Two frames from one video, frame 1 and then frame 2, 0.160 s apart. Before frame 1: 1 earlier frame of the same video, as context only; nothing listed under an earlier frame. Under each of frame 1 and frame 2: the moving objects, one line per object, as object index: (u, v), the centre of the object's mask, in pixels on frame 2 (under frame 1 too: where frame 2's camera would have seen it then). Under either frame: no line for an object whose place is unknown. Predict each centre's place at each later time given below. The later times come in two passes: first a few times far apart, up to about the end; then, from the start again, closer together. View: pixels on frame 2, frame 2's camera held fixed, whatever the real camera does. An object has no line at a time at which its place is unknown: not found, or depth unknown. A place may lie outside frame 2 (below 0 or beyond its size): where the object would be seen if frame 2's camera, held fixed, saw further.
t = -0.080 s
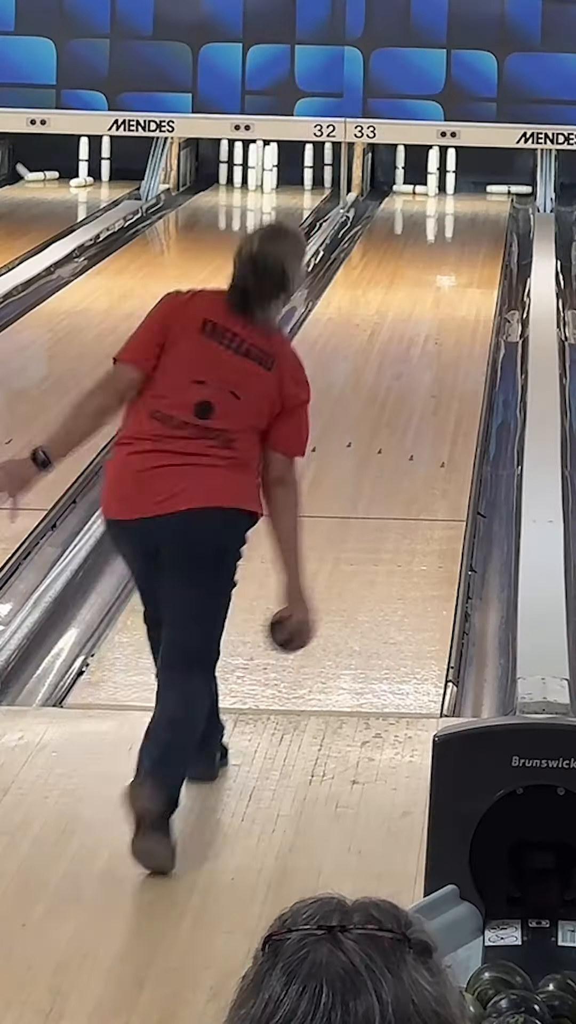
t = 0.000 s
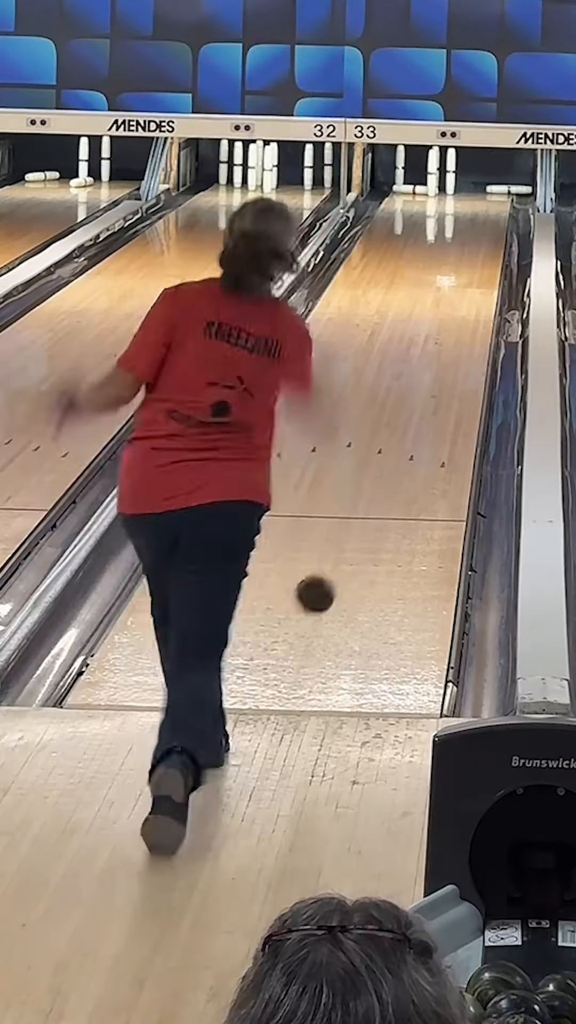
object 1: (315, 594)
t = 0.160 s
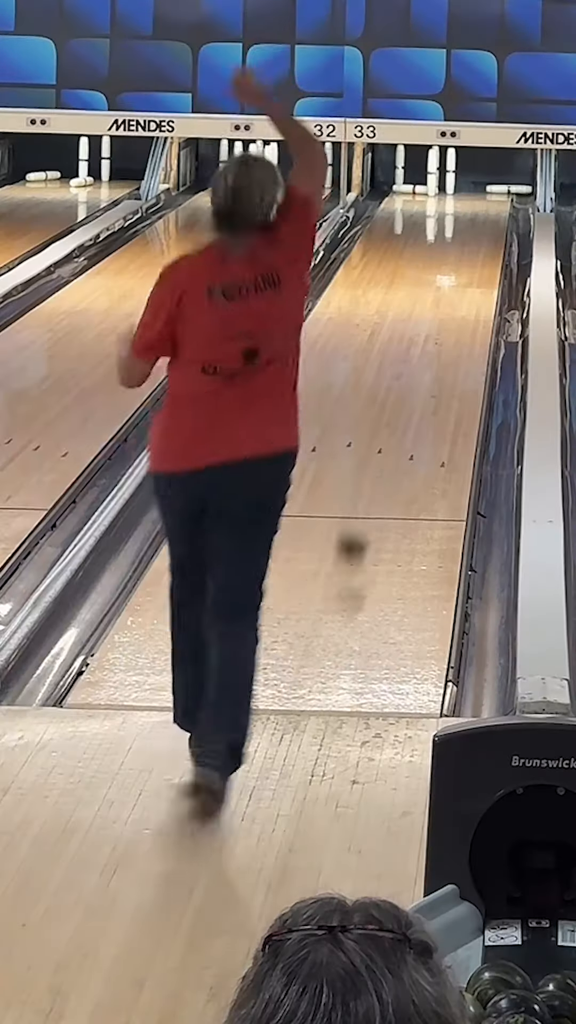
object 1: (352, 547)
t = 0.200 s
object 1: (359, 511)
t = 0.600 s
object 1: (406, 362)
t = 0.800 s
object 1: (418, 310)
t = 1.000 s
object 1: (427, 271)
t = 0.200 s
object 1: (359, 511)
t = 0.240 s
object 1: (366, 484)
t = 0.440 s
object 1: (392, 414)
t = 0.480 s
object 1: (396, 400)
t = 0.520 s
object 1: (399, 386)
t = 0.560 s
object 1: (403, 374)
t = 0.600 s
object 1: (406, 362)
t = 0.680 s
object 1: (412, 339)
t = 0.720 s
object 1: (414, 329)
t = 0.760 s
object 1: (417, 319)
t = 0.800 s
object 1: (418, 310)
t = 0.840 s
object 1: (421, 301)
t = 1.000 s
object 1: (427, 271)
